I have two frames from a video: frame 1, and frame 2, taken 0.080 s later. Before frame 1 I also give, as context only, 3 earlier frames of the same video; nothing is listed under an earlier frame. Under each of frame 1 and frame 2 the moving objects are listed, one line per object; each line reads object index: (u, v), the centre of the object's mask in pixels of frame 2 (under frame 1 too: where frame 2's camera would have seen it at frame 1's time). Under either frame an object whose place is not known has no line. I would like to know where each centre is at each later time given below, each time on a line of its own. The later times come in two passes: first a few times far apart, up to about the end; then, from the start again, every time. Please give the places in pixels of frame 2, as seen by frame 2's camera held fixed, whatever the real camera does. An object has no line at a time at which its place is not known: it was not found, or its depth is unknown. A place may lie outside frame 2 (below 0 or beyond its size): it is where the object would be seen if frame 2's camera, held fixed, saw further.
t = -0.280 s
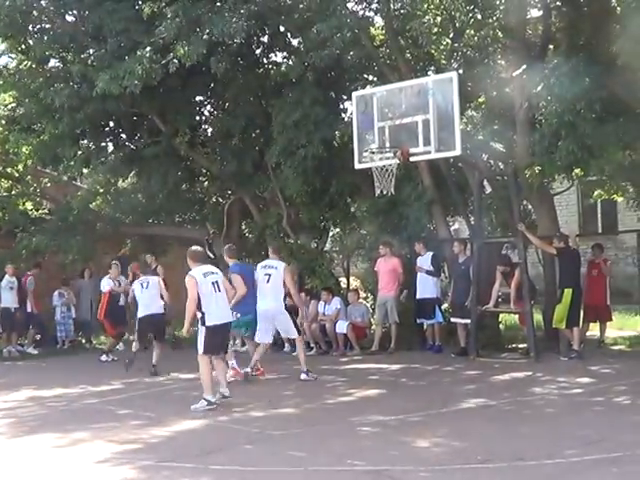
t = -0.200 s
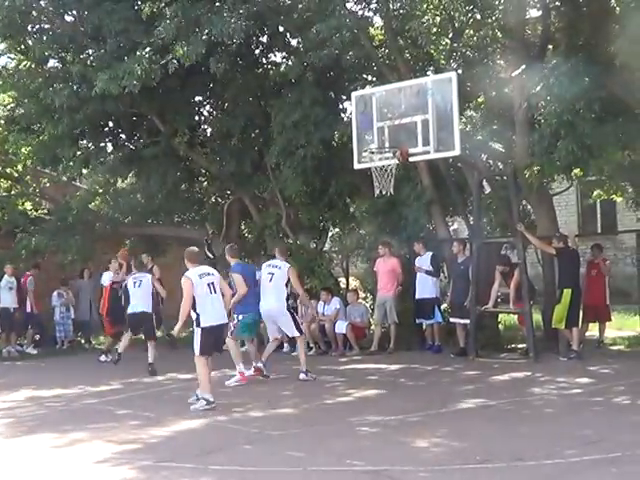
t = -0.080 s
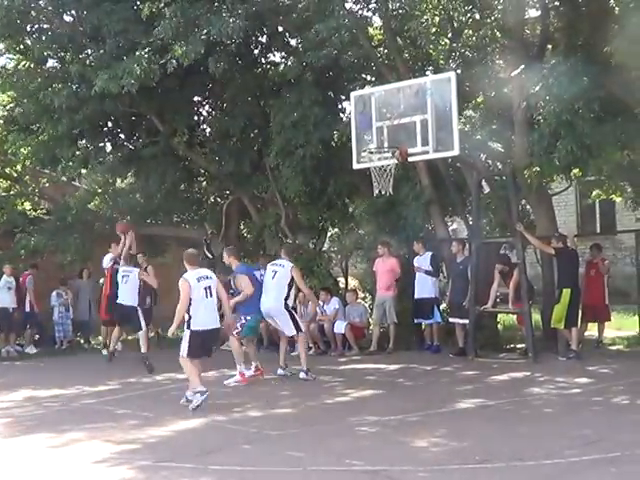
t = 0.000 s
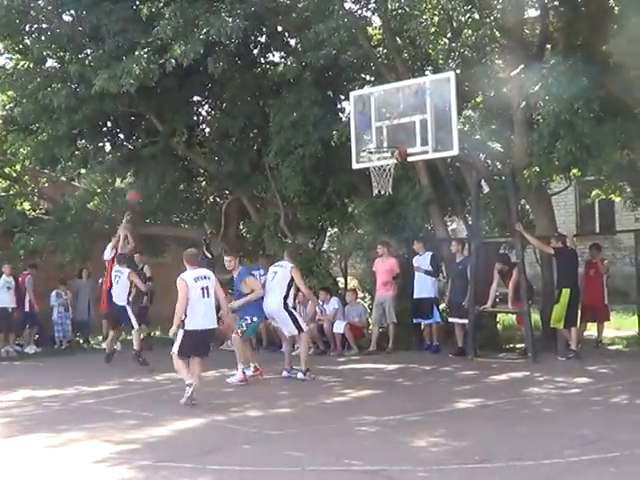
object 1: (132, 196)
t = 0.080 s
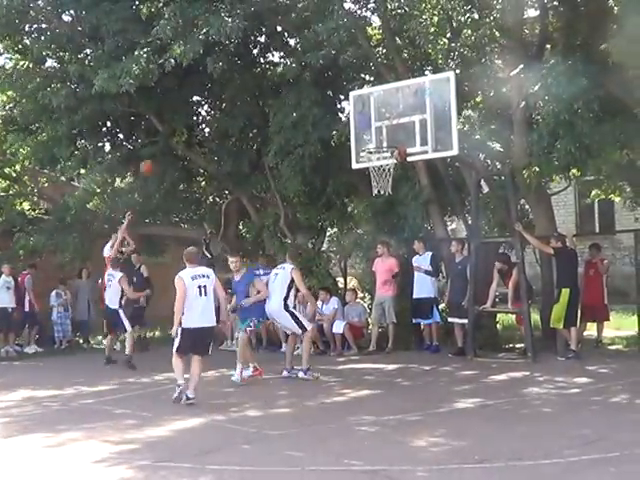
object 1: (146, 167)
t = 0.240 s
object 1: (174, 120)
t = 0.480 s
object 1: (220, 72)
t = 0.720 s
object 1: (271, 58)
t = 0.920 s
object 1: (320, 76)
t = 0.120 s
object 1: (153, 154)
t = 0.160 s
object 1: (161, 143)
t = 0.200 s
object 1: (168, 130)
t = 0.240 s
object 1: (174, 120)
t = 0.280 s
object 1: (182, 110)
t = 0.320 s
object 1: (188, 101)
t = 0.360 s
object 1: (197, 92)
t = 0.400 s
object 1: (205, 84)
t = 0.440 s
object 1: (213, 78)
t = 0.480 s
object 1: (220, 72)
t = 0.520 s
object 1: (228, 67)
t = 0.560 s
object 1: (237, 64)
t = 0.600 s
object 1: (245, 61)
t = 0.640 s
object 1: (254, 59)
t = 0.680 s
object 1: (261, 57)
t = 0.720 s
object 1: (271, 58)
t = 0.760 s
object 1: (281, 59)
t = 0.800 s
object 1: (289, 62)
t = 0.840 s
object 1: (301, 66)
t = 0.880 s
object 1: (309, 71)
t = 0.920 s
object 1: (320, 76)
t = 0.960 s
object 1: (330, 84)
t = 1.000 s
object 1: (340, 91)
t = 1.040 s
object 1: (351, 103)
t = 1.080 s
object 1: (362, 114)
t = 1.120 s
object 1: (374, 127)
